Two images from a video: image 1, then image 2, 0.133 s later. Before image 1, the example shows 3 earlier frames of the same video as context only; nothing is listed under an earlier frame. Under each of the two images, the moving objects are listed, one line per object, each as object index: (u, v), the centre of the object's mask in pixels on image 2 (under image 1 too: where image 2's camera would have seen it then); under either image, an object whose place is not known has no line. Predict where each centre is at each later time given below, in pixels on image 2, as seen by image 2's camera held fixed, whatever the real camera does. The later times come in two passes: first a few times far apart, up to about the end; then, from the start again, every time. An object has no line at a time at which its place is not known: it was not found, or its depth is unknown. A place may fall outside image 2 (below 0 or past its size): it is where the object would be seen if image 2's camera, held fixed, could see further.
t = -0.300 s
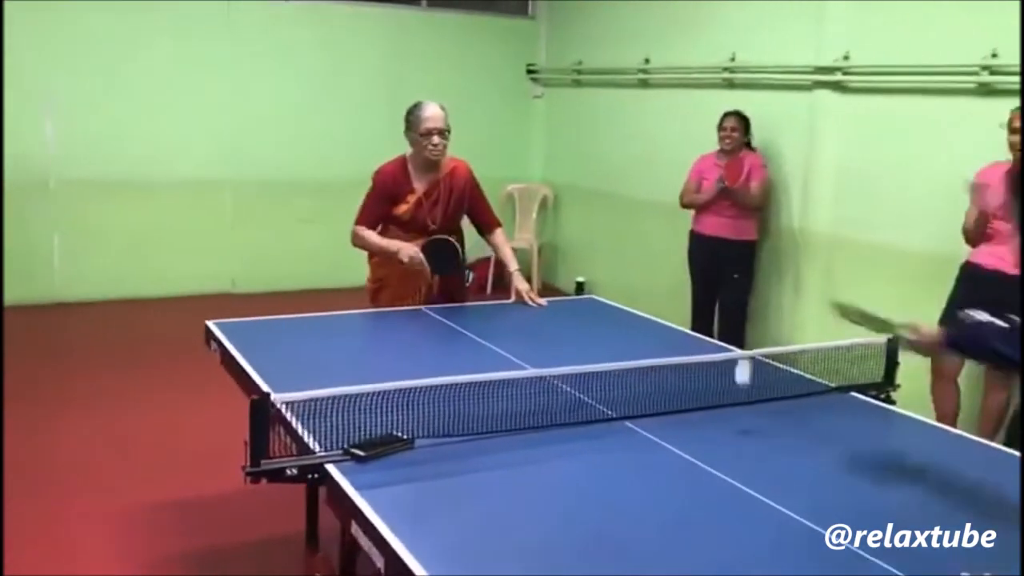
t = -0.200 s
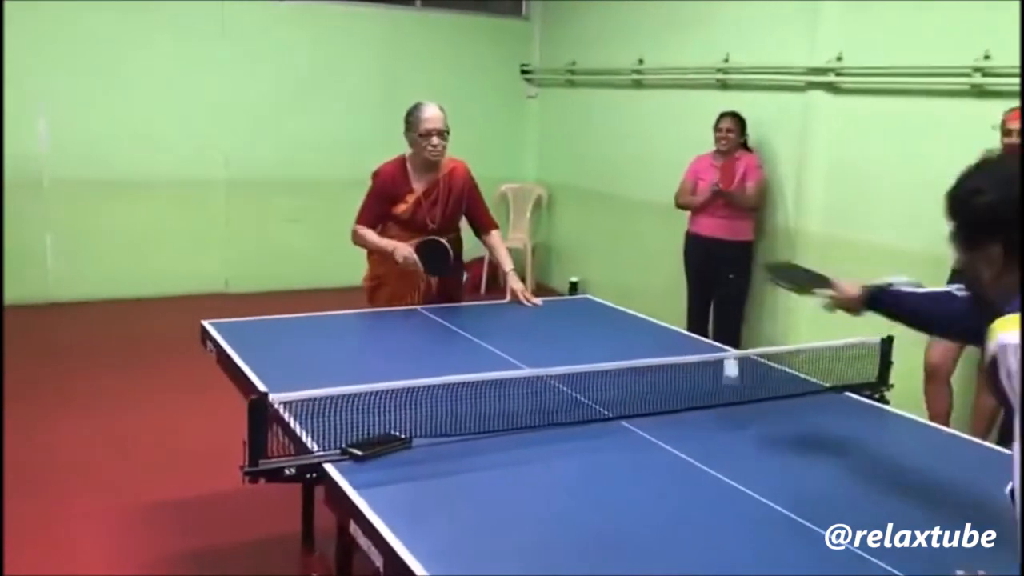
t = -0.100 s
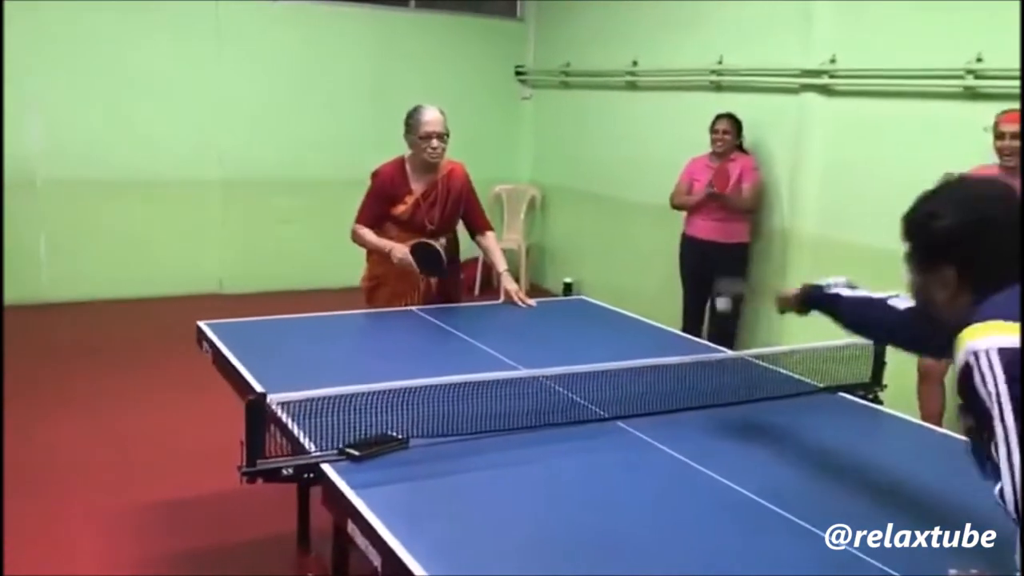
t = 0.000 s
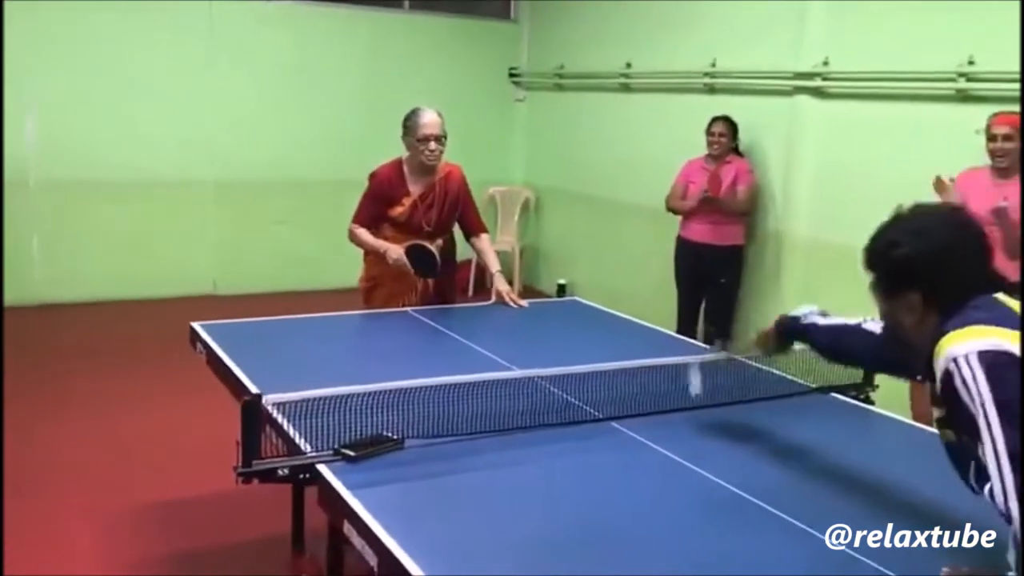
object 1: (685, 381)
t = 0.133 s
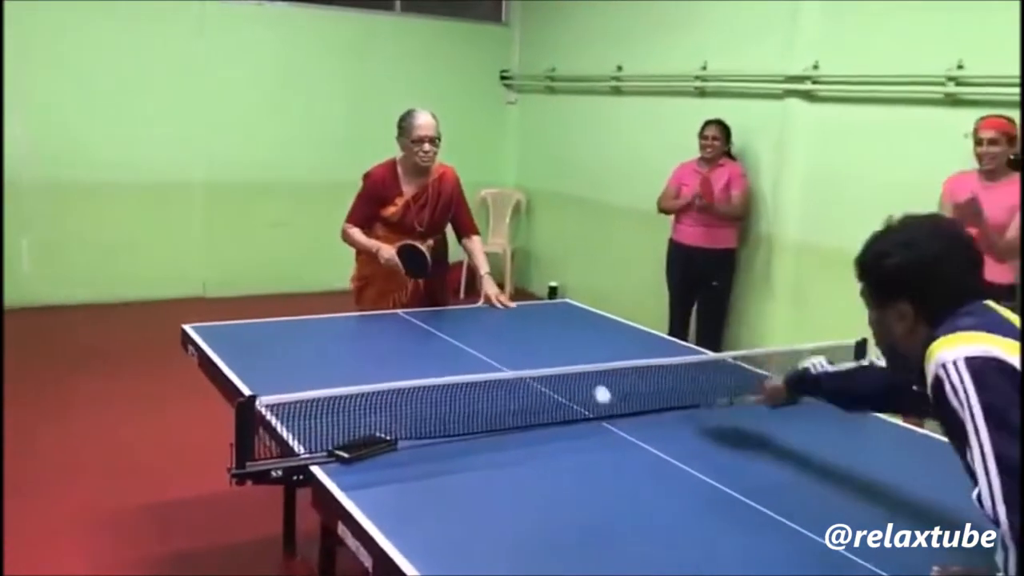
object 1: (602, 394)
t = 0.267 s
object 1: (575, 384)
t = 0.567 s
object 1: (529, 423)
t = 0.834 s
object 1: (531, 466)
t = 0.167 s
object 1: (596, 385)
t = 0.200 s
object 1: (589, 381)
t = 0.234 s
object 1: (582, 380)
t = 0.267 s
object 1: (575, 384)
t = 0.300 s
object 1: (568, 392)
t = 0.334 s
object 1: (559, 406)
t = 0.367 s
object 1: (550, 422)
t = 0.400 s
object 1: (541, 443)
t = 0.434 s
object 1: (538, 436)
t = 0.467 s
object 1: (536, 426)
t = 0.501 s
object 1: (534, 421)
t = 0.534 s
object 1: (531, 420)
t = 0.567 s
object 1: (529, 423)
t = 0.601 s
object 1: (525, 432)
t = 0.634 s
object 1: (522, 446)
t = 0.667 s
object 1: (519, 466)
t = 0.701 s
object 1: (515, 485)
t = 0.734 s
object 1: (519, 473)
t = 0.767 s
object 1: (523, 466)
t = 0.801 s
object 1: (527, 463)
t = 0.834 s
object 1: (531, 466)
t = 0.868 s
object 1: (535, 473)
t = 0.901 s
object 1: (538, 488)
